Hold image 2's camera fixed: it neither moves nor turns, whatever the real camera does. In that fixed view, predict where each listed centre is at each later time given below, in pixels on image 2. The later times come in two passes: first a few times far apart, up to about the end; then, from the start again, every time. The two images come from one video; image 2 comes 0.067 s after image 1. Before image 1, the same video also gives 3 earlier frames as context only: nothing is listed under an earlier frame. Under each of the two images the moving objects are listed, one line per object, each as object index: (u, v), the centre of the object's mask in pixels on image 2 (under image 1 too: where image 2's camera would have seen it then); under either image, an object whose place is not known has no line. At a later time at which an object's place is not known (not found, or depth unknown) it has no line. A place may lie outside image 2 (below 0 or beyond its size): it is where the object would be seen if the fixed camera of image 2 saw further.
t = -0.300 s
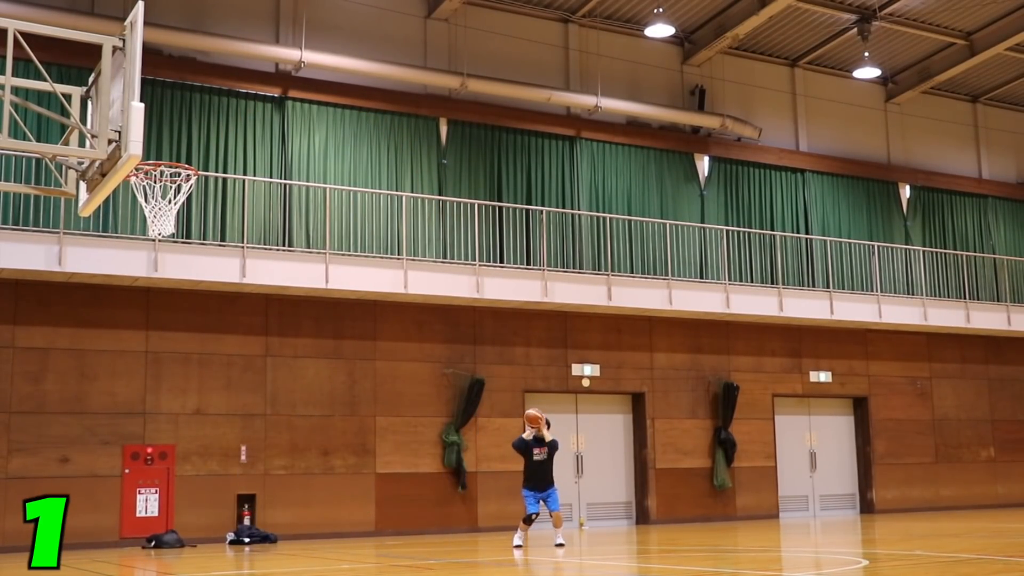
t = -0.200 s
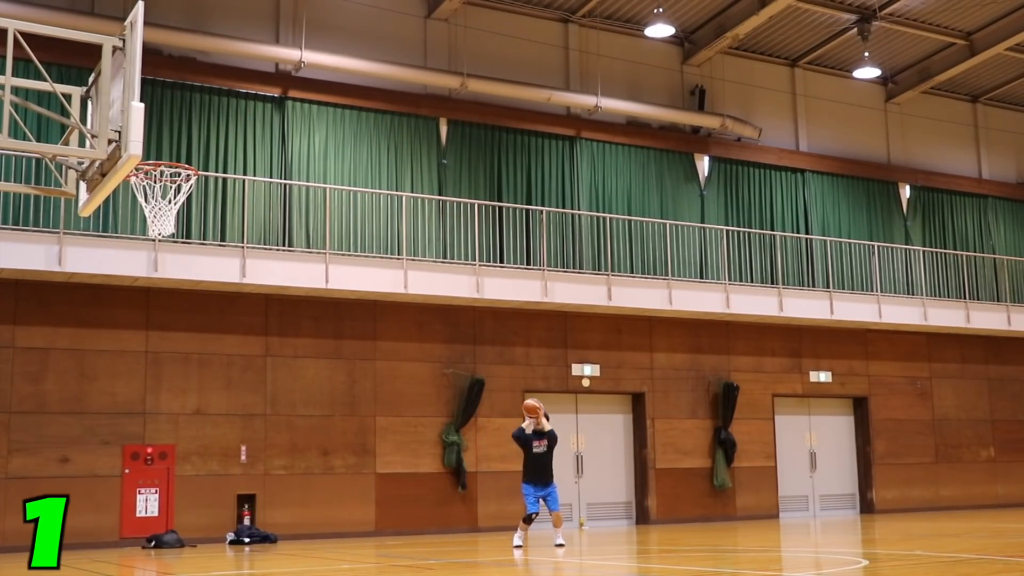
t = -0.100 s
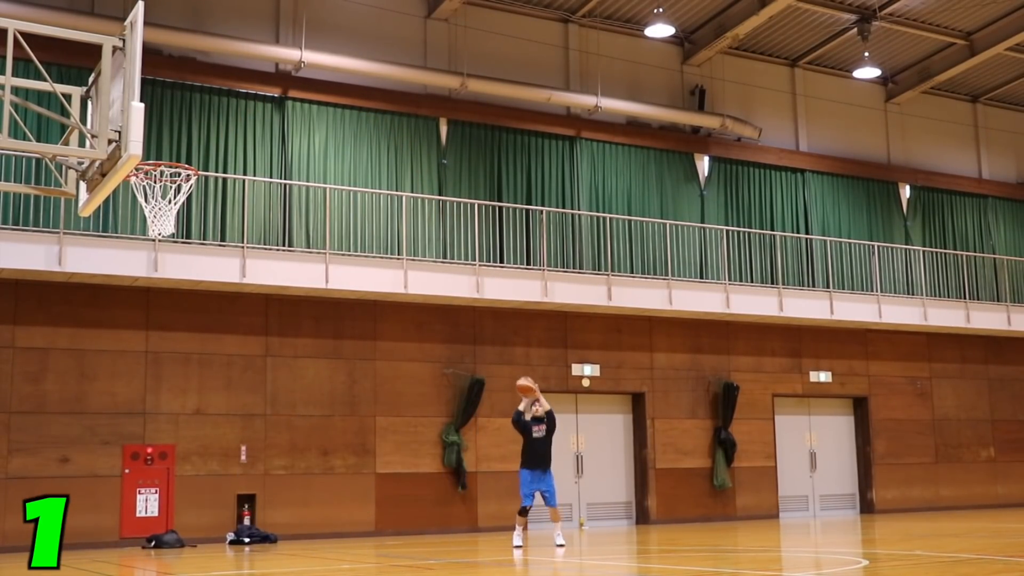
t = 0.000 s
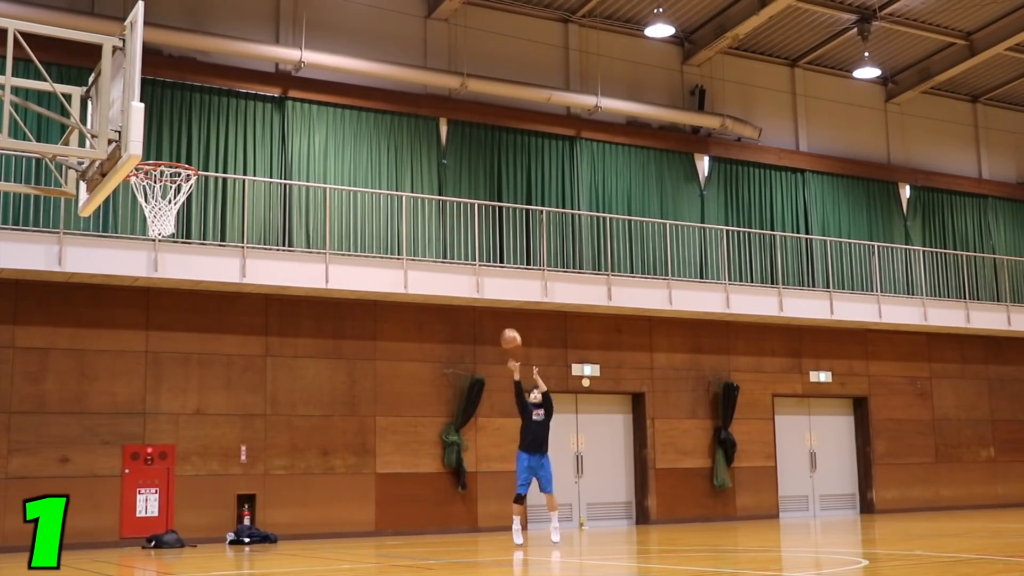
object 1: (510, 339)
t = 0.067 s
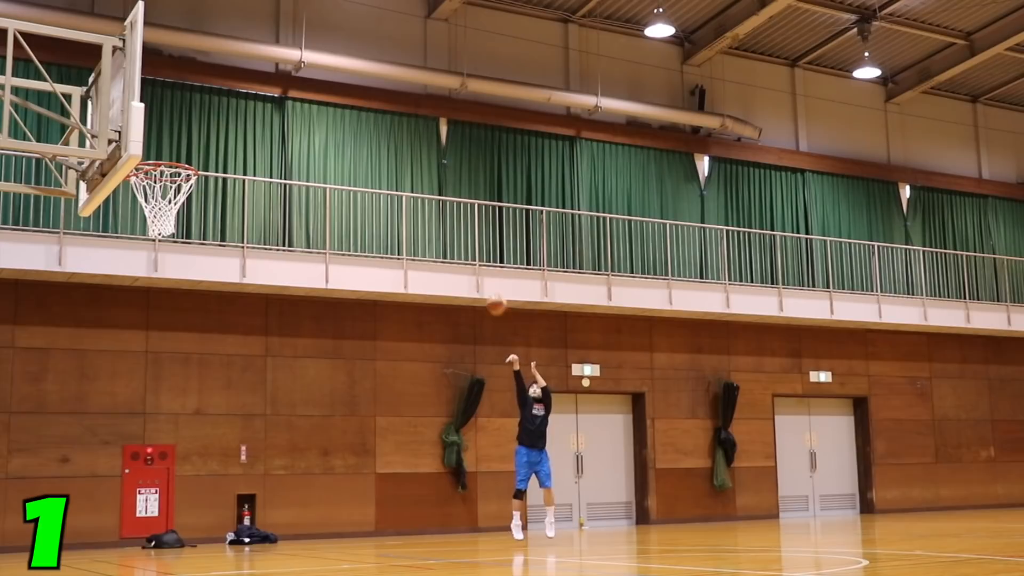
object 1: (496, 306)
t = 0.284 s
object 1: (448, 203)
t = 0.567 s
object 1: (375, 117)
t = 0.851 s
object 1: (286, 94)
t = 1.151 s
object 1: (168, 165)
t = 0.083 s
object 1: (492, 295)
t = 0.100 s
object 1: (489, 287)
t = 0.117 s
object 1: (485, 278)
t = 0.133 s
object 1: (482, 269)
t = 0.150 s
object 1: (479, 263)
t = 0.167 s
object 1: (475, 254)
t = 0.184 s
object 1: (471, 246)
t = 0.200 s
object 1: (467, 239)
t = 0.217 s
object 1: (464, 231)
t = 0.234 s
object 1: (459, 224)
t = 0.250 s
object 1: (456, 217)
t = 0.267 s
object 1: (451, 211)
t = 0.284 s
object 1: (448, 203)
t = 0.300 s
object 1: (444, 196)
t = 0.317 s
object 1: (440, 190)
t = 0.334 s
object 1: (436, 184)
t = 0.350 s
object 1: (432, 178)
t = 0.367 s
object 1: (428, 172)
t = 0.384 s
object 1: (424, 167)
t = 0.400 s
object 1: (419, 161)
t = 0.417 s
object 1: (415, 155)
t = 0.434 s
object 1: (411, 151)
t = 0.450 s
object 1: (407, 146)
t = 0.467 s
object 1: (402, 141)
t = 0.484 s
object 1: (398, 137)
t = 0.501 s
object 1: (393, 132)
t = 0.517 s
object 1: (389, 128)
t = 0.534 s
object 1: (385, 124)
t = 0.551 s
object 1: (380, 120)
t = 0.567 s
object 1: (375, 117)
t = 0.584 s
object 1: (371, 114)
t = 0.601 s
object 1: (366, 111)
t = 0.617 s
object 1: (361, 107)
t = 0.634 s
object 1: (356, 105)
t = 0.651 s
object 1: (351, 103)
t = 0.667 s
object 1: (347, 101)
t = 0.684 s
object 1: (342, 99)
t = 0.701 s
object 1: (336, 97)
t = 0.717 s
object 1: (331, 95)
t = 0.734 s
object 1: (326, 94)
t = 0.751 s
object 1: (320, 93)
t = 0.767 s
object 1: (315, 93)
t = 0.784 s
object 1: (310, 93)
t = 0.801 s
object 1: (303, 92)
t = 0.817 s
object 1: (298, 92)
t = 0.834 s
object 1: (292, 93)
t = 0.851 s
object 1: (286, 94)
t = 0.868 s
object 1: (281, 95)
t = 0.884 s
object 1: (275, 97)
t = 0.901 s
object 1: (269, 98)
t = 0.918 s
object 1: (262, 100)
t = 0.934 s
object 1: (256, 103)
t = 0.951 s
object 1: (250, 106)
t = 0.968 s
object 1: (243, 109)
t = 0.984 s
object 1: (237, 113)
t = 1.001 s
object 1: (230, 117)
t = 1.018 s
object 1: (222, 121)
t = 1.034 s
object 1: (216, 125)
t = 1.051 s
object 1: (209, 131)
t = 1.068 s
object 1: (202, 136)
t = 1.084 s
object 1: (194, 142)
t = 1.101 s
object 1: (187, 148)
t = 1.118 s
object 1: (179, 152)
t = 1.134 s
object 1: (173, 155)
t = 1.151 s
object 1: (168, 165)
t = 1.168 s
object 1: (154, 178)
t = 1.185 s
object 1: (146, 186)
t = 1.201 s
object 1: (141, 193)
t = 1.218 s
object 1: (136, 197)
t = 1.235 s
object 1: (135, 197)
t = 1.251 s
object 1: (134, 200)
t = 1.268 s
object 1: (133, 199)
